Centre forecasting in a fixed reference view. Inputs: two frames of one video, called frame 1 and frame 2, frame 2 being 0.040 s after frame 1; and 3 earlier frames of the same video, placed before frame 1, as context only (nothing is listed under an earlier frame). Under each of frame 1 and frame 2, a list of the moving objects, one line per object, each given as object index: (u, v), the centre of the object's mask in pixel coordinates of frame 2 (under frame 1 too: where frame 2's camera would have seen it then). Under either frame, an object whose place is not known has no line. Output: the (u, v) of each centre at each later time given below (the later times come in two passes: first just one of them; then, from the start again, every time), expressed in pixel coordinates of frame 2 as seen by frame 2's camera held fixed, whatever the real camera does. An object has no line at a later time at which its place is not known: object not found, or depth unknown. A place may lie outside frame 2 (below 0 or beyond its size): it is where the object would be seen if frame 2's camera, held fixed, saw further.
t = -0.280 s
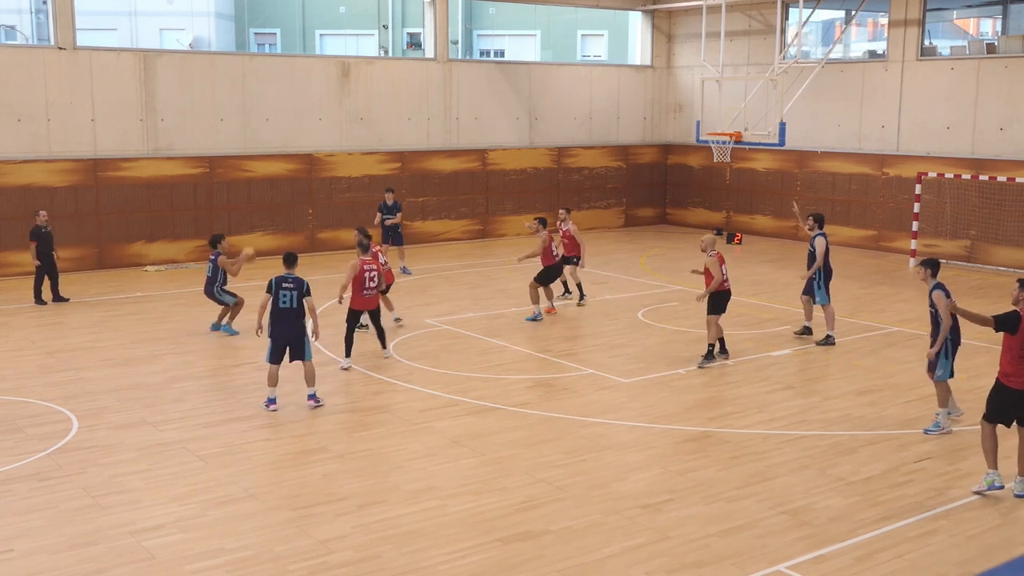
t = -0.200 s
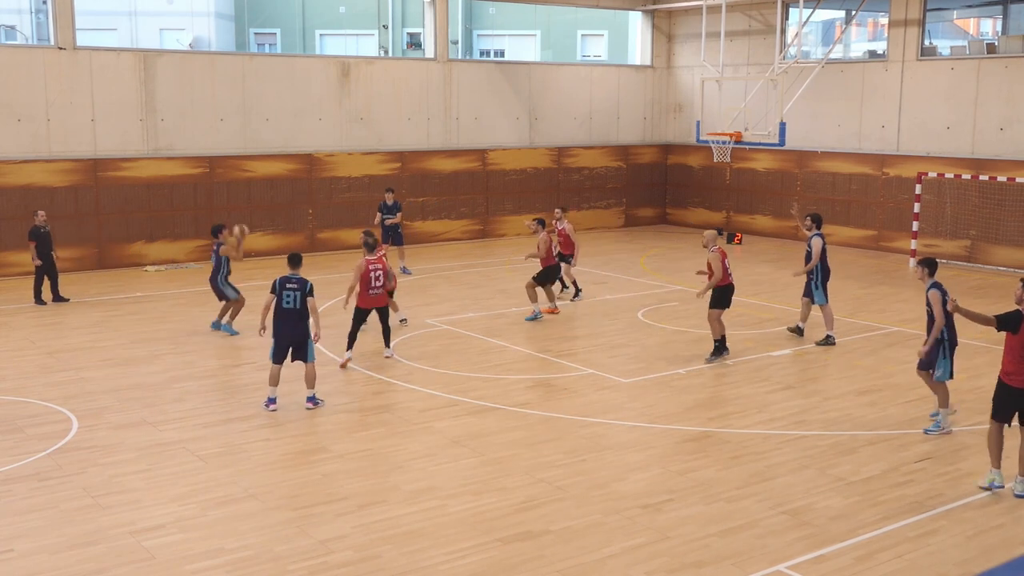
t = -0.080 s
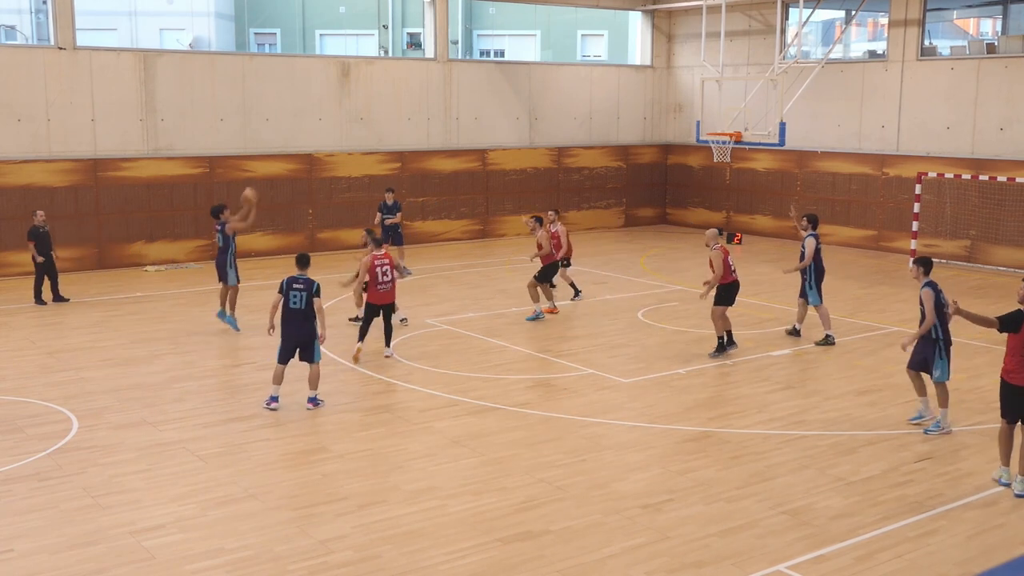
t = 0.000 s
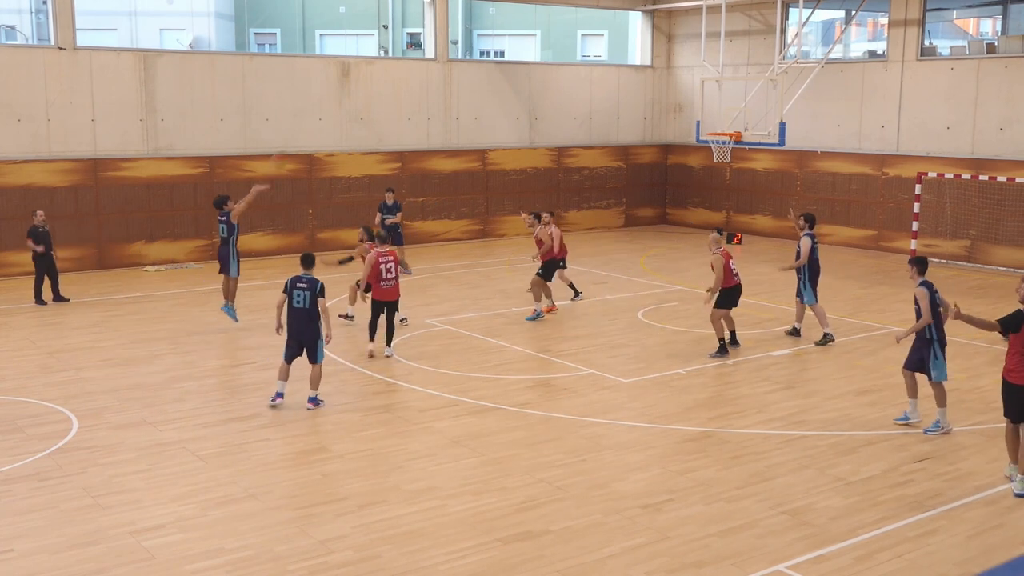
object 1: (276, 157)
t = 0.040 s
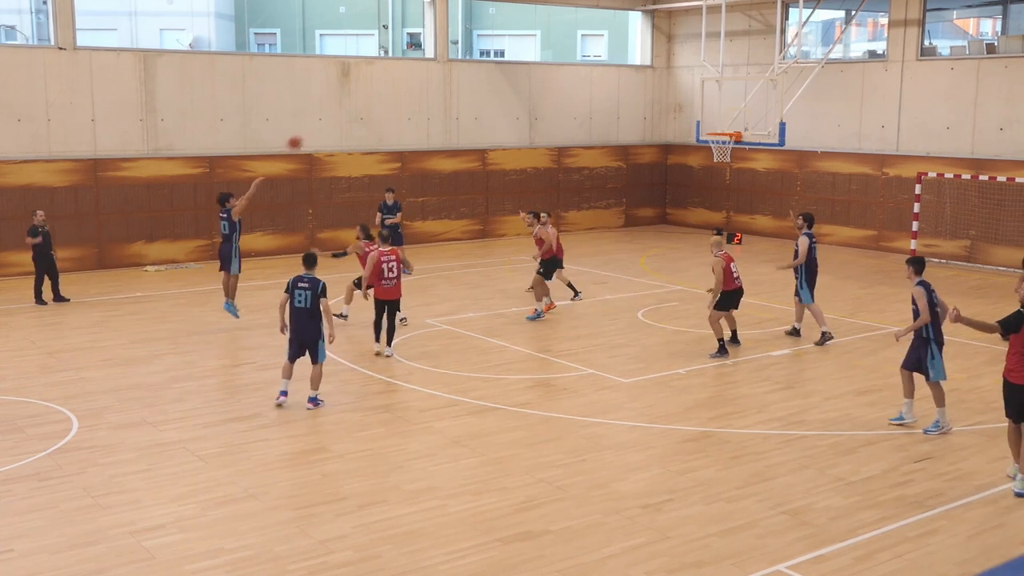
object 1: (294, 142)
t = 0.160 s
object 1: (341, 98)
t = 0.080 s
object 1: (310, 127)
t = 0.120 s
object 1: (326, 113)
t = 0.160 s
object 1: (341, 98)
